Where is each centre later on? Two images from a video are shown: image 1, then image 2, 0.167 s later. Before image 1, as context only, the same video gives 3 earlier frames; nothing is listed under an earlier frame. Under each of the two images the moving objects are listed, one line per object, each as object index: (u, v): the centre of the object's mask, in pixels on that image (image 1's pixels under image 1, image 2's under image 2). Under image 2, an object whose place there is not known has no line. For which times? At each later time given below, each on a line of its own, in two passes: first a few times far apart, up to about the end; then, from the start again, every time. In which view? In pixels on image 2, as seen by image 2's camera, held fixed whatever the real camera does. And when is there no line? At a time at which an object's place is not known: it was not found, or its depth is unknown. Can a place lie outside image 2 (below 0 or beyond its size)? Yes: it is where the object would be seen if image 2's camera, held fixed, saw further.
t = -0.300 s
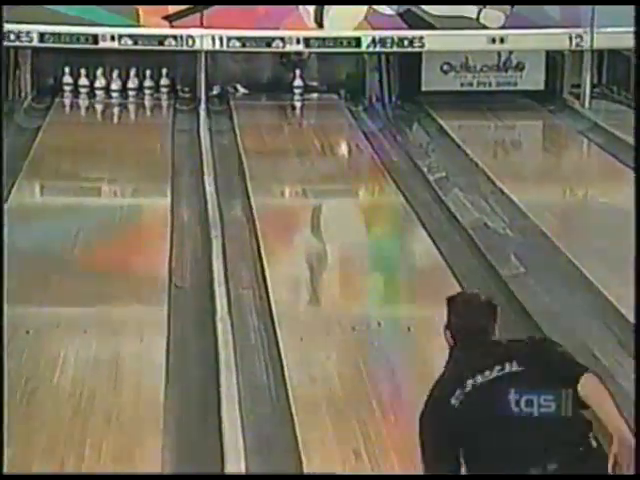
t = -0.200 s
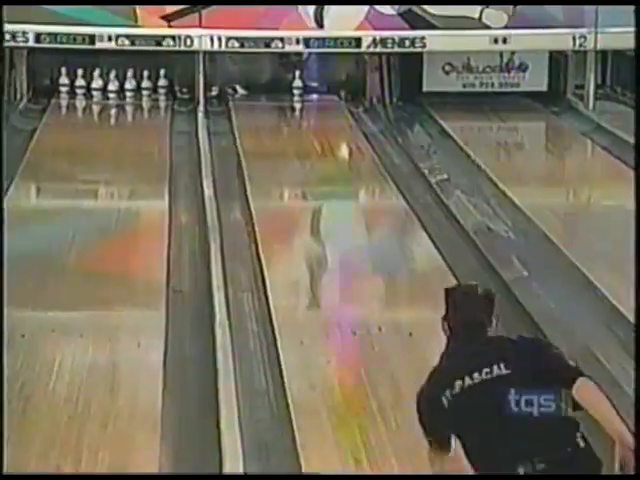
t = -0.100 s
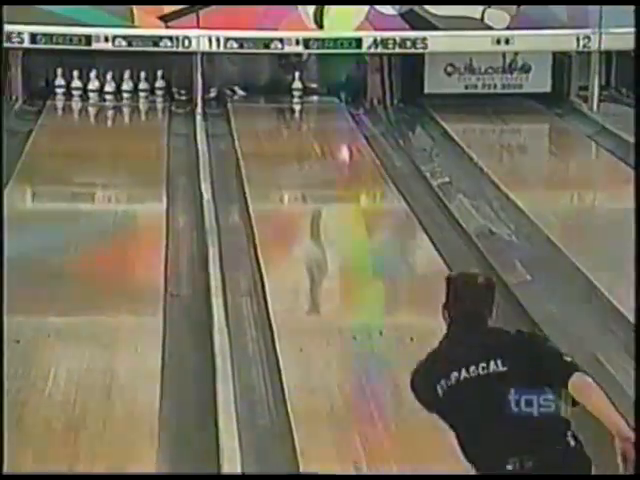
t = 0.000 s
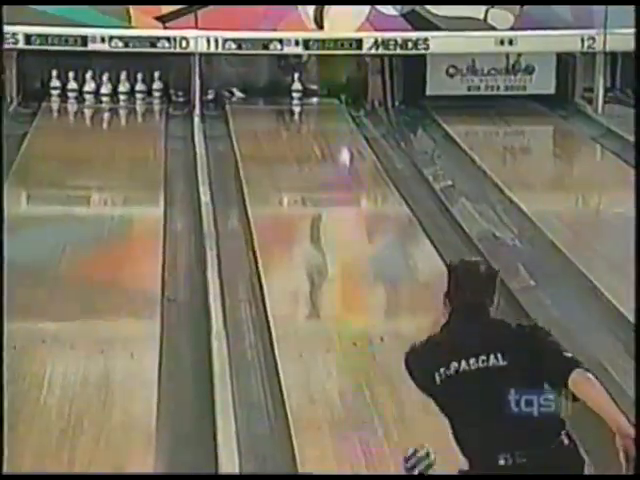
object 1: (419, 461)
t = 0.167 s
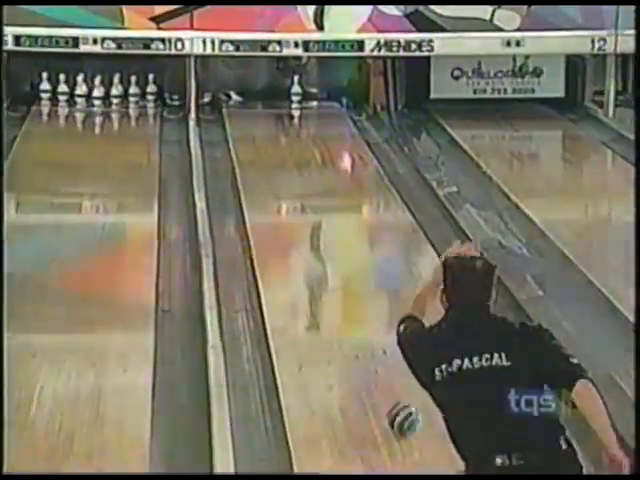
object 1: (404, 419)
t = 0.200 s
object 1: (397, 407)
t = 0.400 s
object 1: (377, 348)
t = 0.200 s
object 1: (397, 407)
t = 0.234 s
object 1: (394, 397)
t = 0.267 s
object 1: (390, 387)
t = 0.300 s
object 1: (387, 376)
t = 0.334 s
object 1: (384, 366)
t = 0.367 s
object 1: (380, 358)
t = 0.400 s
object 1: (377, 348)
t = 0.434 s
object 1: (373, 341)
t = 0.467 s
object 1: (370, 334)
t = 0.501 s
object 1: (367, 325)
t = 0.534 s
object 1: (365, 316)
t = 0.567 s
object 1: (362, 310)
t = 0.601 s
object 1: (361, 303)
